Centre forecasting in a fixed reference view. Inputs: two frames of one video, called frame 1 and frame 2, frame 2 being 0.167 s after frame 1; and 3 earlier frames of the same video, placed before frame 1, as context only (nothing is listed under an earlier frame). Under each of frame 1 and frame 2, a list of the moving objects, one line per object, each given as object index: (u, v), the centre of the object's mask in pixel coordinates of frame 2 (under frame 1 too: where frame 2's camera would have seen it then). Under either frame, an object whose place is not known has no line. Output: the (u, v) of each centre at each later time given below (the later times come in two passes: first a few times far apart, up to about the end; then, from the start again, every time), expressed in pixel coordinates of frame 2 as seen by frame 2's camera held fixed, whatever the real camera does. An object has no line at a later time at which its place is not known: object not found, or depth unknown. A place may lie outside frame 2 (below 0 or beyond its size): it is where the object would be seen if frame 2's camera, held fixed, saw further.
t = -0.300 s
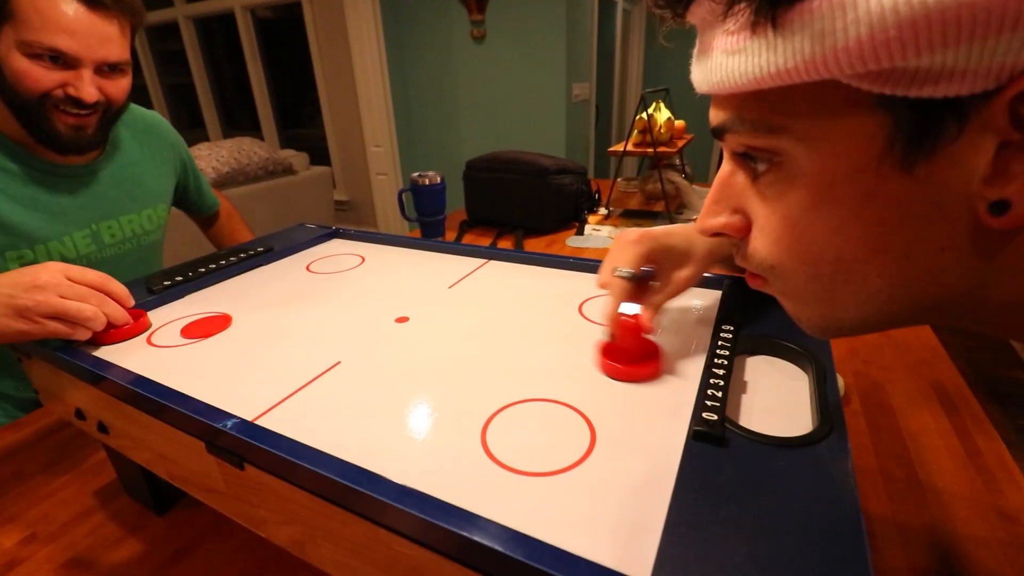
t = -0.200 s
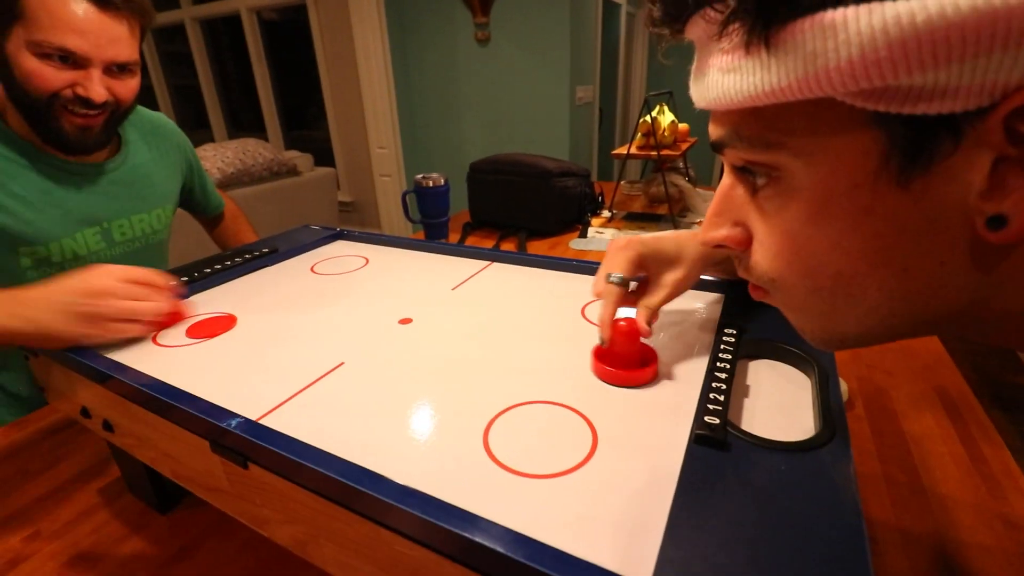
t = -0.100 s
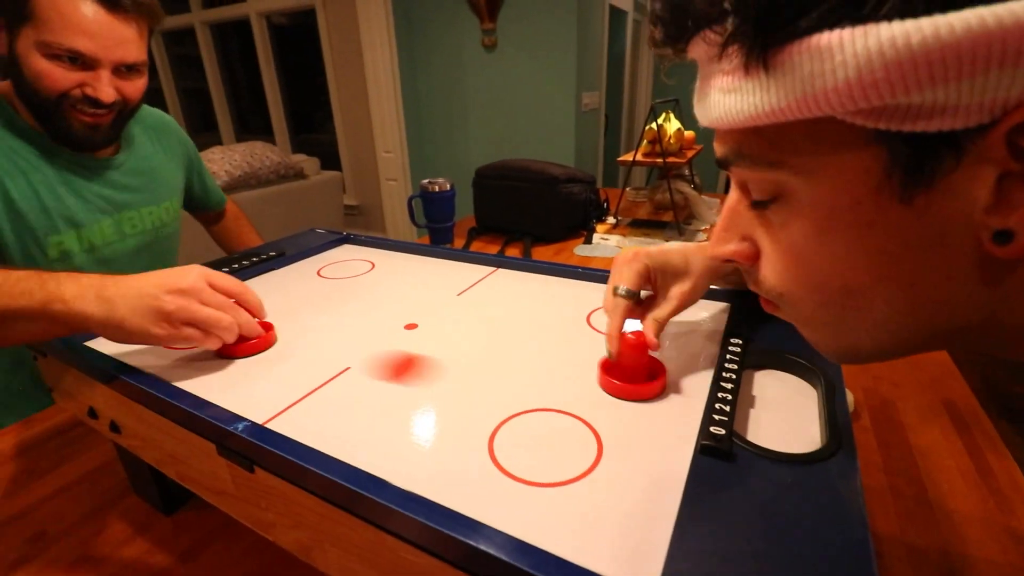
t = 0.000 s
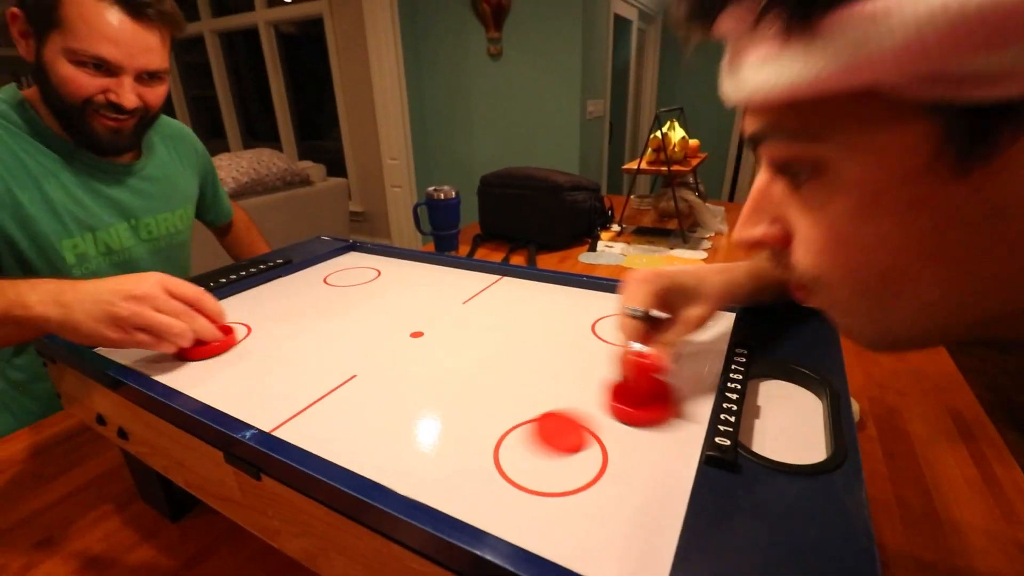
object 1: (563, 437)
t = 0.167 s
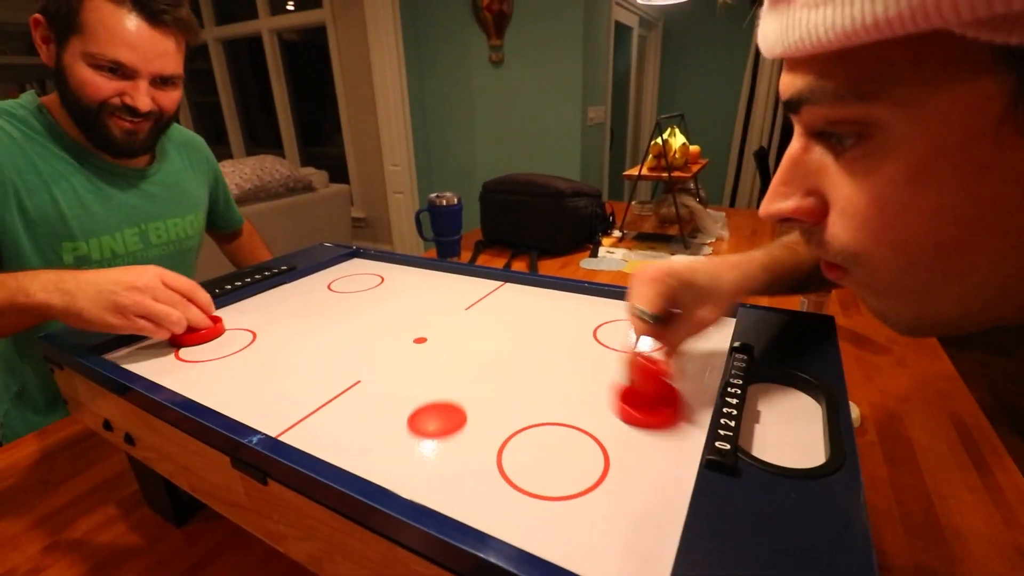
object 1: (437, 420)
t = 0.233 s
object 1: (441, 386)
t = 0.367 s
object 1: (447, 345)
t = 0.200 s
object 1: (439, 402)
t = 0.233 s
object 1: (441, 386)
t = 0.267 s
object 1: (443, 373)
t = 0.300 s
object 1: (445, 362)
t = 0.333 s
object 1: (446, 353)
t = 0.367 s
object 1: (447, 345)
